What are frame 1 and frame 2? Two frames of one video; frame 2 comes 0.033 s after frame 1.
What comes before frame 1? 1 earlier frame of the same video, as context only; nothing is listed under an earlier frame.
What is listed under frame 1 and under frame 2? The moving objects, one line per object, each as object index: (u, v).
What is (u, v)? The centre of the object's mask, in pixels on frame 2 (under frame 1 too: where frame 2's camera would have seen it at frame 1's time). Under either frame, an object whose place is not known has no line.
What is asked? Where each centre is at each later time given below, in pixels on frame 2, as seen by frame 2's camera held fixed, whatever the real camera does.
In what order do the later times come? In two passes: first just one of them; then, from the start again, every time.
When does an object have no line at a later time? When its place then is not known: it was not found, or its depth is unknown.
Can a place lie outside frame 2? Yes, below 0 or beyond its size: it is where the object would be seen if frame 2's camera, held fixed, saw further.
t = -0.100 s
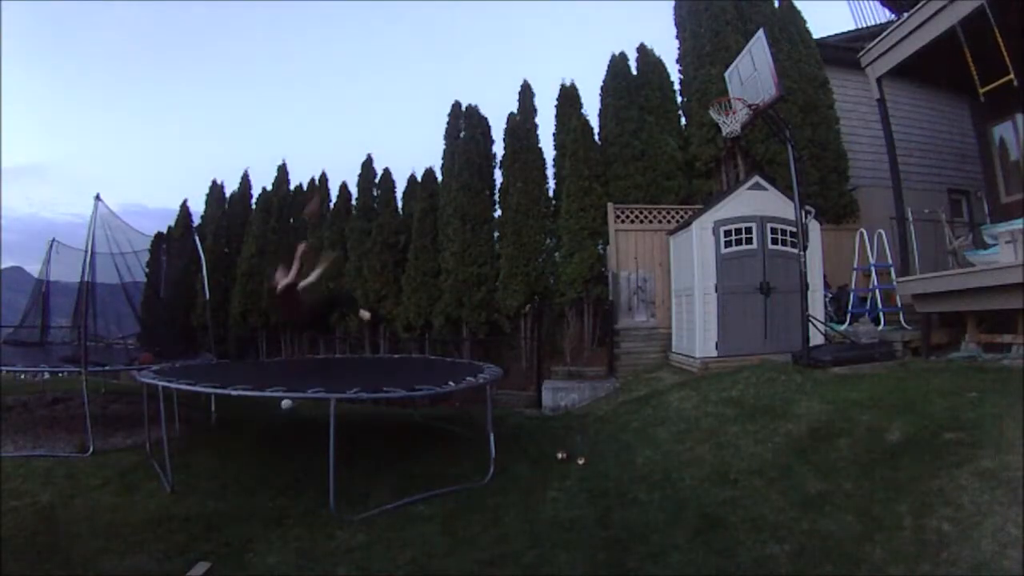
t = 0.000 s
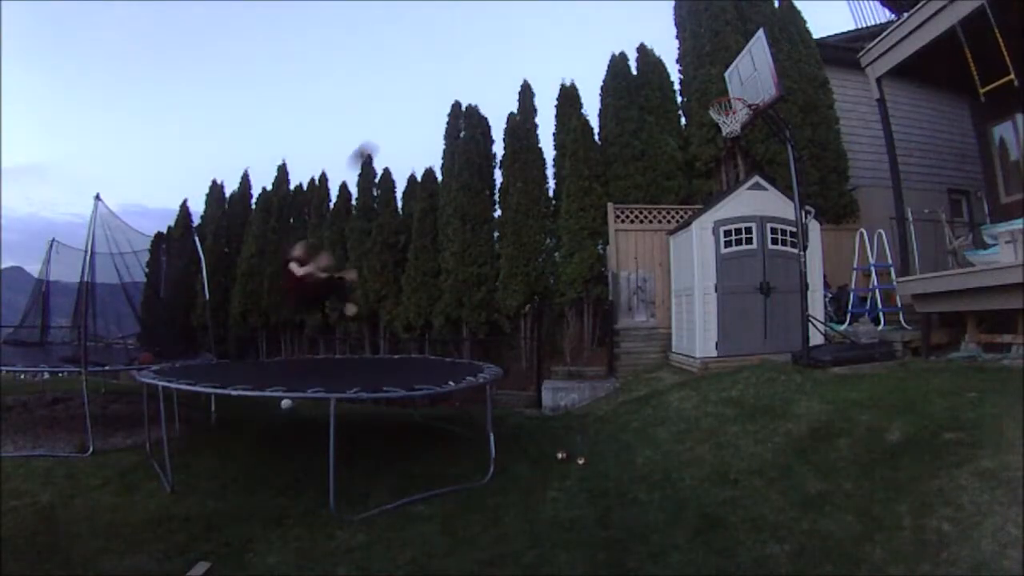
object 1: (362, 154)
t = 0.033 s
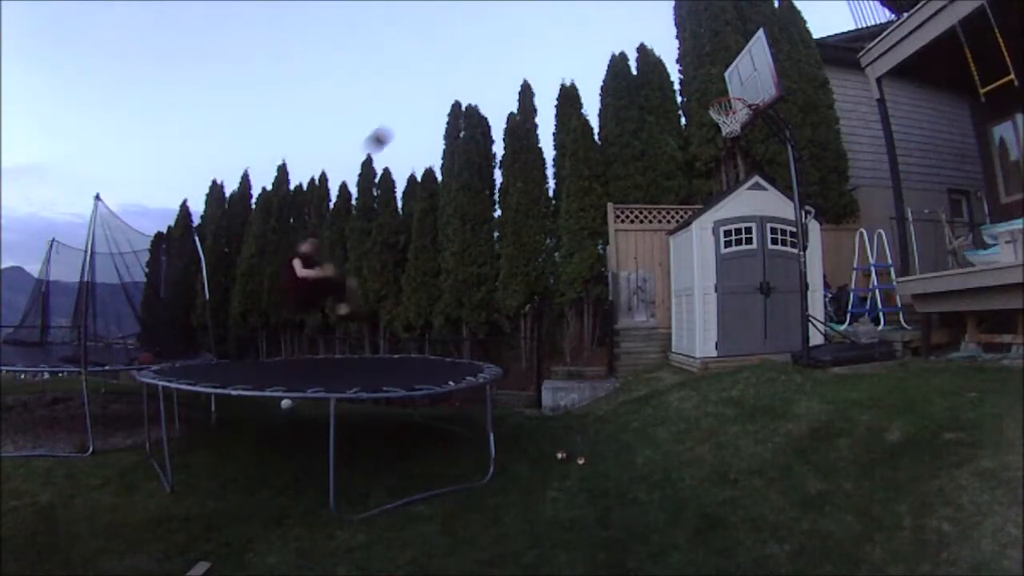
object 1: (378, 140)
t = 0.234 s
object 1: (468, 69)
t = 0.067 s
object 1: (393, 125)
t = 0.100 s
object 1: (409, 111)
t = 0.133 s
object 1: (424, 99)
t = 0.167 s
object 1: (439, 88)
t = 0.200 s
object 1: (453, 78)
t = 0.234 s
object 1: (468, 69)
